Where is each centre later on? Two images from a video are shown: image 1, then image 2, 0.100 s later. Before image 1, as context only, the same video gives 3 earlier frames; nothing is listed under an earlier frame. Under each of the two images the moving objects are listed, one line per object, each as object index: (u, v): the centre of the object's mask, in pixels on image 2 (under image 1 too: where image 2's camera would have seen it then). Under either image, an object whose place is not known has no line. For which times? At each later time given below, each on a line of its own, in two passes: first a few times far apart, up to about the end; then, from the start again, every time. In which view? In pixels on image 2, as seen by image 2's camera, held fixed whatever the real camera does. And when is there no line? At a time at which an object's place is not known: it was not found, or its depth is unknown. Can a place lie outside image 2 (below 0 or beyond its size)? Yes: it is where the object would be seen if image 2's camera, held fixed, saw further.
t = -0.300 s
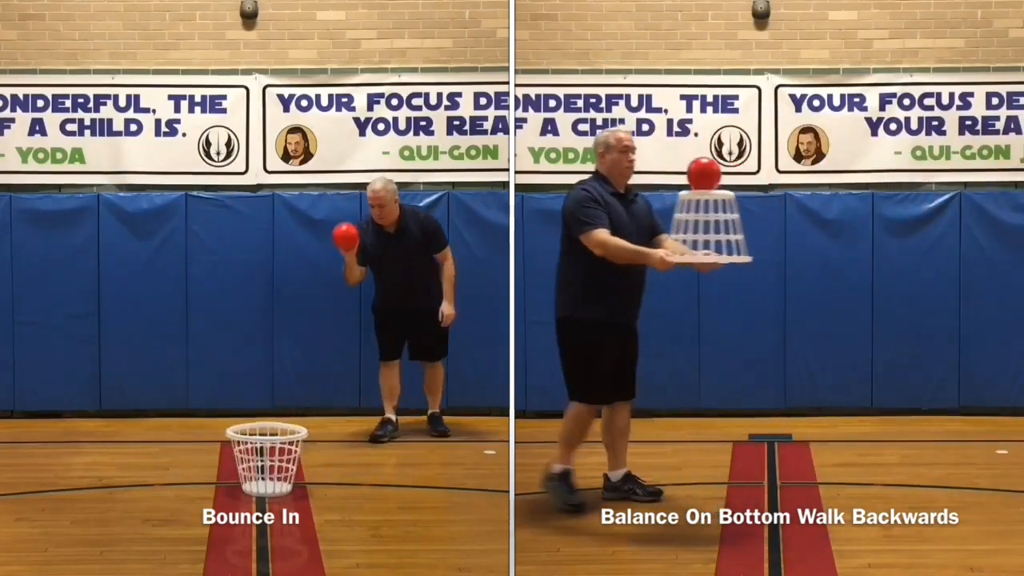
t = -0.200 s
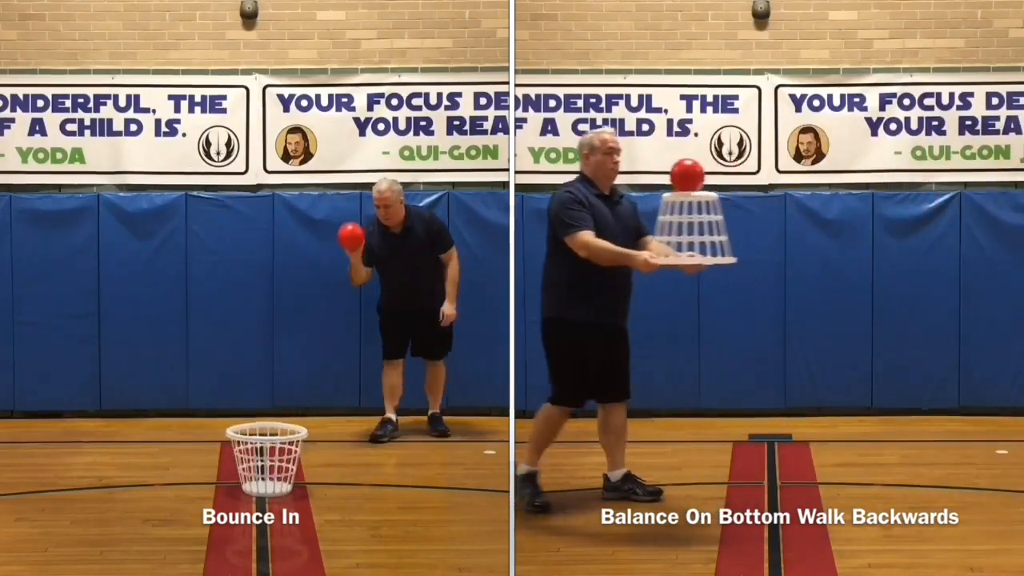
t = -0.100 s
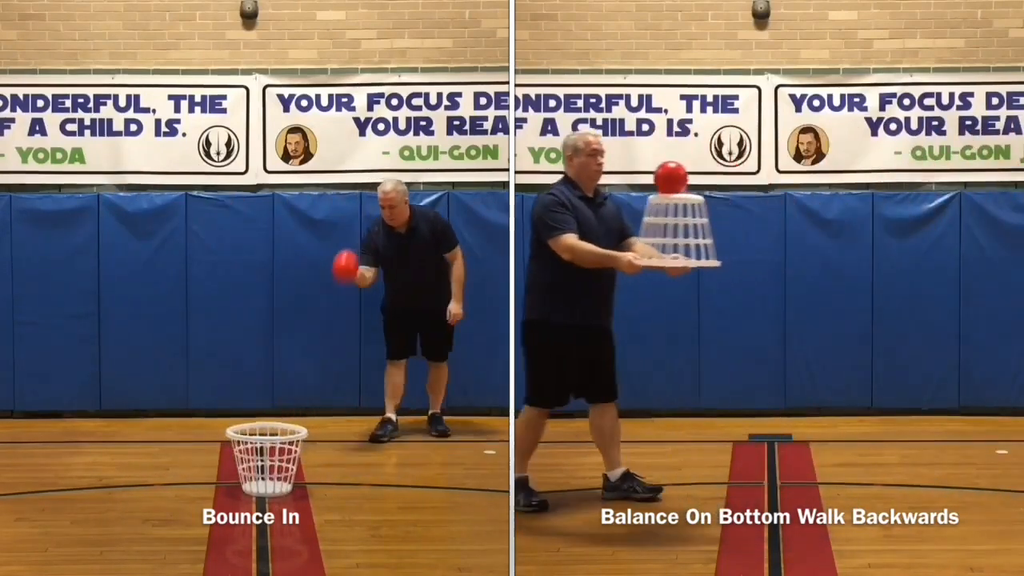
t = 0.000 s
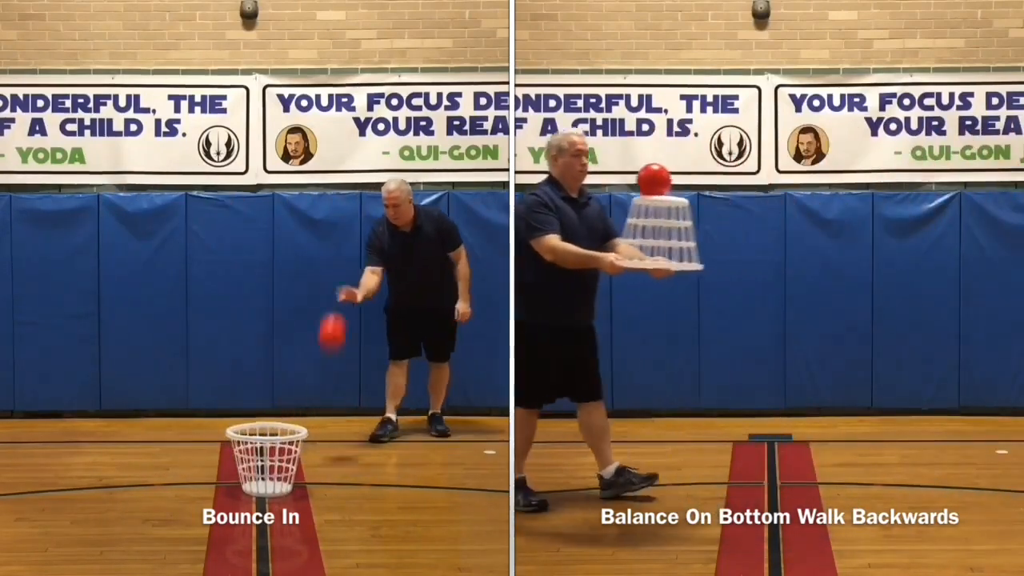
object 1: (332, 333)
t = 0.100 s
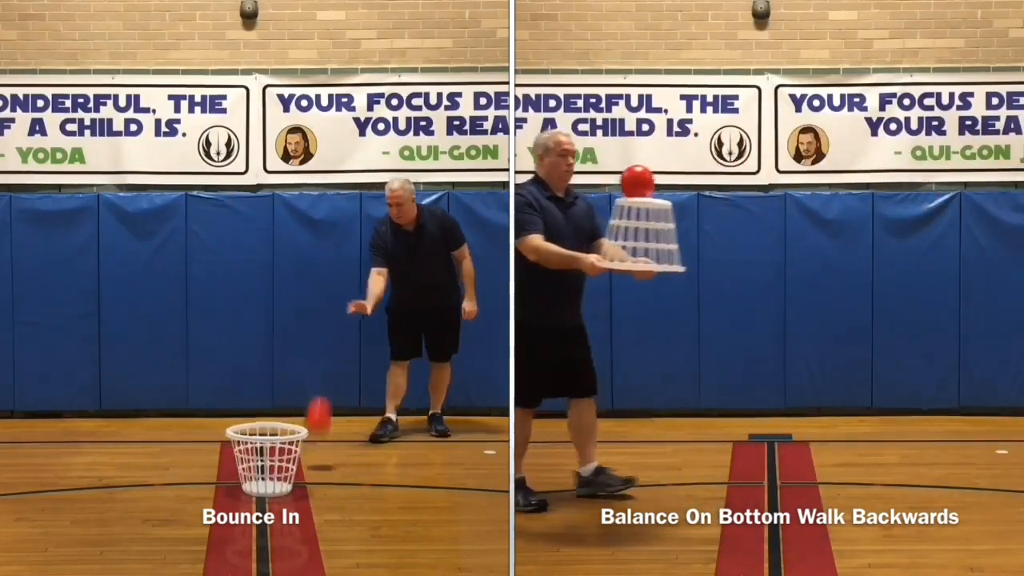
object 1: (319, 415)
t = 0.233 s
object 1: (306, 414)
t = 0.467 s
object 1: (291, 361)
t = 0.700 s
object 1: (275, 400)
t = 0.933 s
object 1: (260, 460)
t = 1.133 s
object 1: (256, 448)
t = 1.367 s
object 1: (270, 464)
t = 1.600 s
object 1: (275, 472)
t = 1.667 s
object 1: (276, 471)
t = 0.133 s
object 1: (314, 450)
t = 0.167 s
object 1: (313, 450)
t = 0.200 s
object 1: (314, 433)
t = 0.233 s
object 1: (306, 414)
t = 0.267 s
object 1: (305, 402)
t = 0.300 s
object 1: (302, 392)
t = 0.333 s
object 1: (300, 381)
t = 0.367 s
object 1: (298, 374)
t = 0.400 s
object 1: (296, 368)
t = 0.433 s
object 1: (294, 363)
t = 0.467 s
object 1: (291, 361)
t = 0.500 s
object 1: (289, 361)
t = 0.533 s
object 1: (287, 362)
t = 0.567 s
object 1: (285, 366)
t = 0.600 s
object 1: (282, 372)
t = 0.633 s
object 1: (280, 379)
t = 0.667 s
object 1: (278, 389)
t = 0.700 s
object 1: (275, 400)
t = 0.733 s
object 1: (272, 412)
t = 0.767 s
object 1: (270, 427)
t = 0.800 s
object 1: (269, 451)
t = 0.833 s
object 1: (264, 460)
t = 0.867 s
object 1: (263, 464)
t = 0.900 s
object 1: (261, 466)
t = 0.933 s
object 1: (260, 460)
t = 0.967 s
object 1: (259, 453)
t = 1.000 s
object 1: (260, 448)
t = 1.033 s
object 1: (256, 445)
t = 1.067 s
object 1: (255, 443)
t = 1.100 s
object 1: (256, 445)
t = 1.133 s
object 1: (256, 448)
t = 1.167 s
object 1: (257, 447)
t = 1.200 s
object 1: (258, 449)
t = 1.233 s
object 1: (260, 454)
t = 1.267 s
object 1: (262, 463)
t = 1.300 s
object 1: (262, 467)
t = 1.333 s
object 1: (265, 467)
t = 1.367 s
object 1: (270, 464)
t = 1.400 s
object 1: (276, 464)
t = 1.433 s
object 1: (276, 460)
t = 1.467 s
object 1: (277, 463)
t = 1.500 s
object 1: (275, 464)
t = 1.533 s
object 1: (276, 470)
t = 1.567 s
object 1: (276, 475)
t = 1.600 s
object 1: (275, 472)
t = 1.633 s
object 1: (276, 471)
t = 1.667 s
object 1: (276, 471)
